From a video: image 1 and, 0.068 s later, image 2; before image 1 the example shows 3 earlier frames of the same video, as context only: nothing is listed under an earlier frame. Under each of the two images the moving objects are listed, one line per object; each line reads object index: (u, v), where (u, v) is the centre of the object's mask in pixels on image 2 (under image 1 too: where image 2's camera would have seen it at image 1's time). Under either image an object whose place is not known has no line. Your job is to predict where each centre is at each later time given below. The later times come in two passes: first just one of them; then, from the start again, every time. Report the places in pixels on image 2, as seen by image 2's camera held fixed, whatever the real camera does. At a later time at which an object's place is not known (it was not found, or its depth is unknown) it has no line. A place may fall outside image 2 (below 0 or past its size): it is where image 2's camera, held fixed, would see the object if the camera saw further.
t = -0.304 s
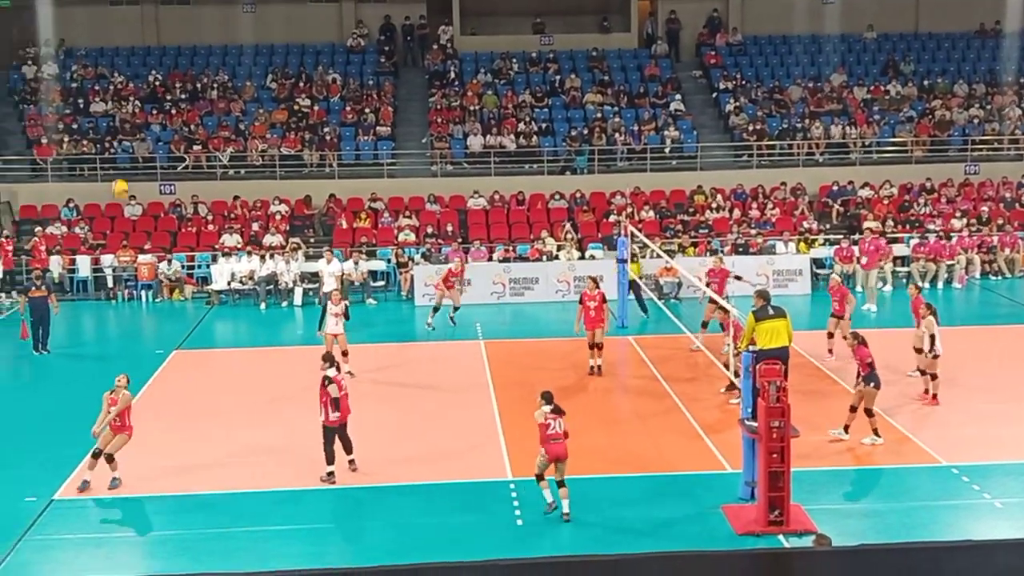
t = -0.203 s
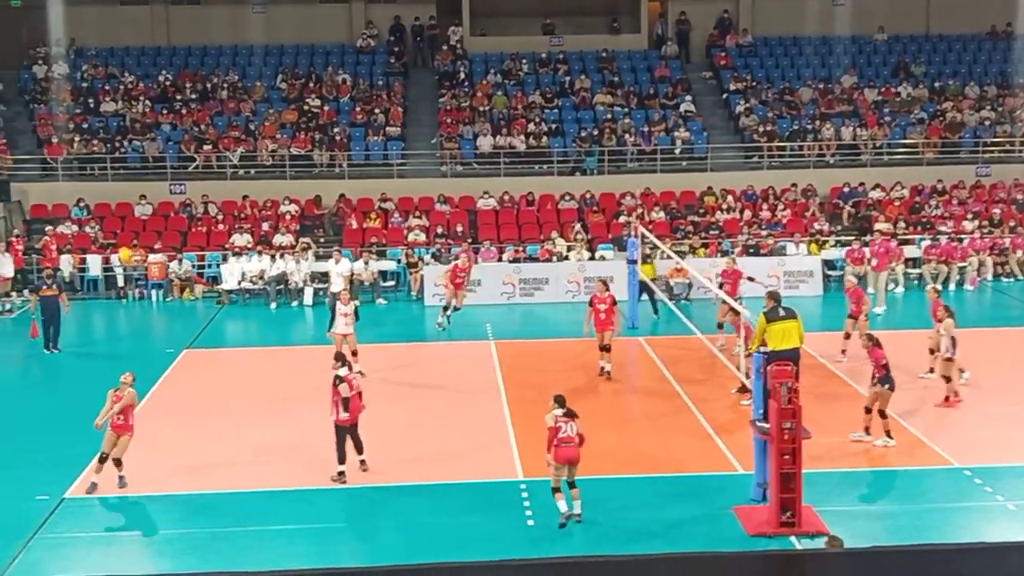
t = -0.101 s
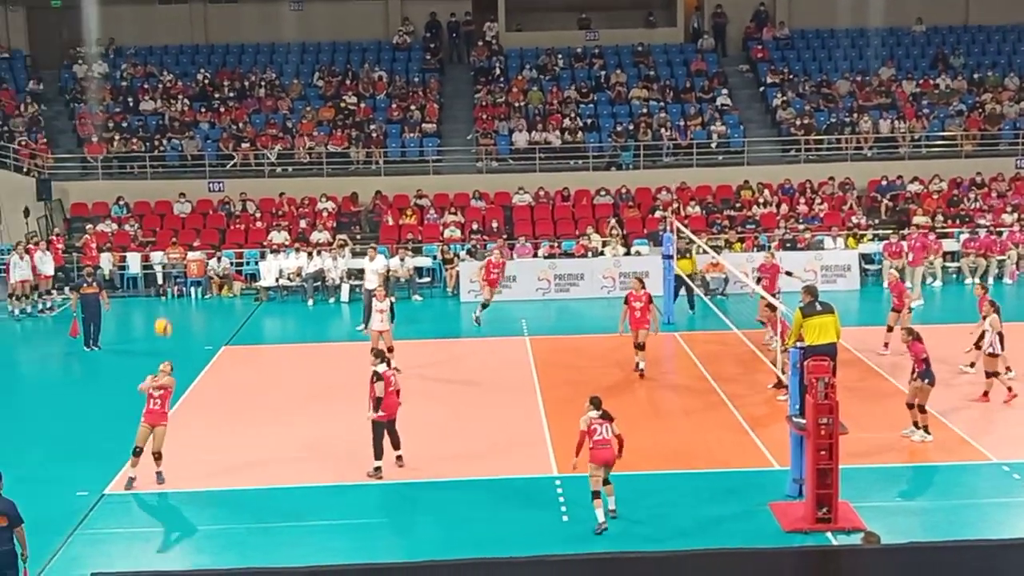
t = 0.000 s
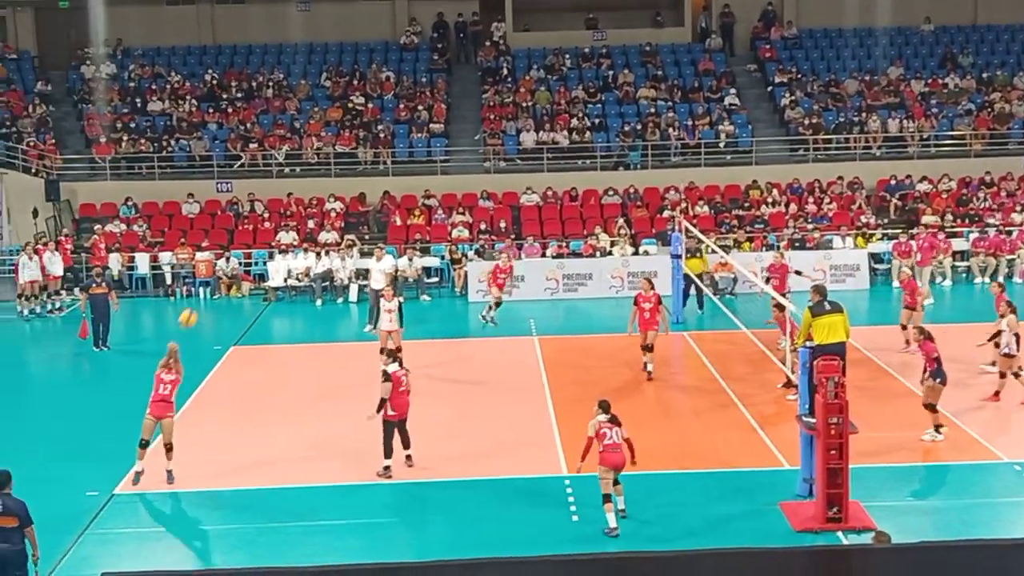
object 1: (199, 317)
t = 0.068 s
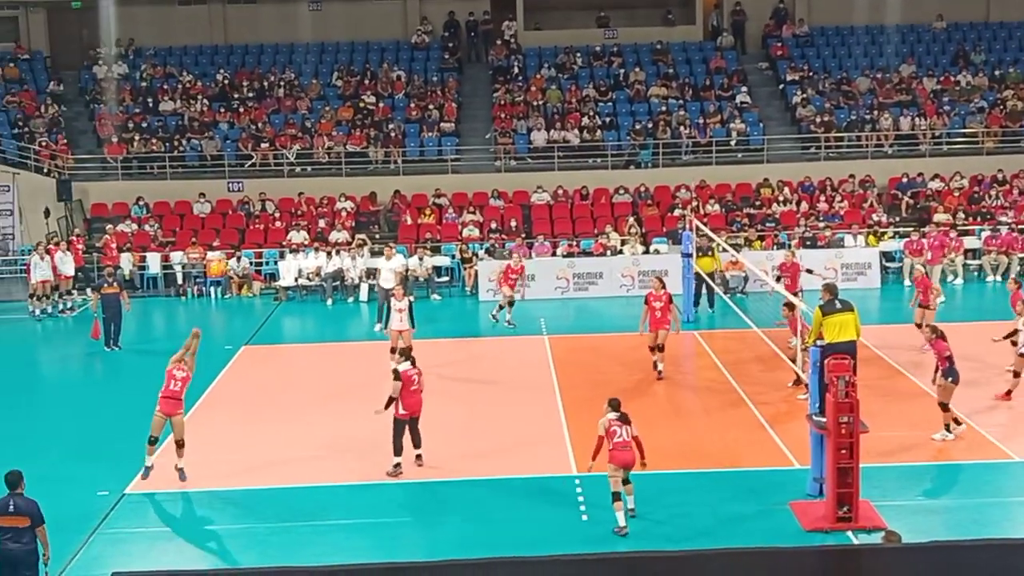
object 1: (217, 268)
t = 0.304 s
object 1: (278, 126)
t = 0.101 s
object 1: (227, 243)
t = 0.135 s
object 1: (237, 221)
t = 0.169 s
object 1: (245, 200)
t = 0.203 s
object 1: (253, 180)
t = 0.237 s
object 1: (262, 159)
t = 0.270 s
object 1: (270, 142)
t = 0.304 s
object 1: (278, 126)
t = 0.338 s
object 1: (286, 110)
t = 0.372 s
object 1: (293, 95)
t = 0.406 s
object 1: (300, 82)
